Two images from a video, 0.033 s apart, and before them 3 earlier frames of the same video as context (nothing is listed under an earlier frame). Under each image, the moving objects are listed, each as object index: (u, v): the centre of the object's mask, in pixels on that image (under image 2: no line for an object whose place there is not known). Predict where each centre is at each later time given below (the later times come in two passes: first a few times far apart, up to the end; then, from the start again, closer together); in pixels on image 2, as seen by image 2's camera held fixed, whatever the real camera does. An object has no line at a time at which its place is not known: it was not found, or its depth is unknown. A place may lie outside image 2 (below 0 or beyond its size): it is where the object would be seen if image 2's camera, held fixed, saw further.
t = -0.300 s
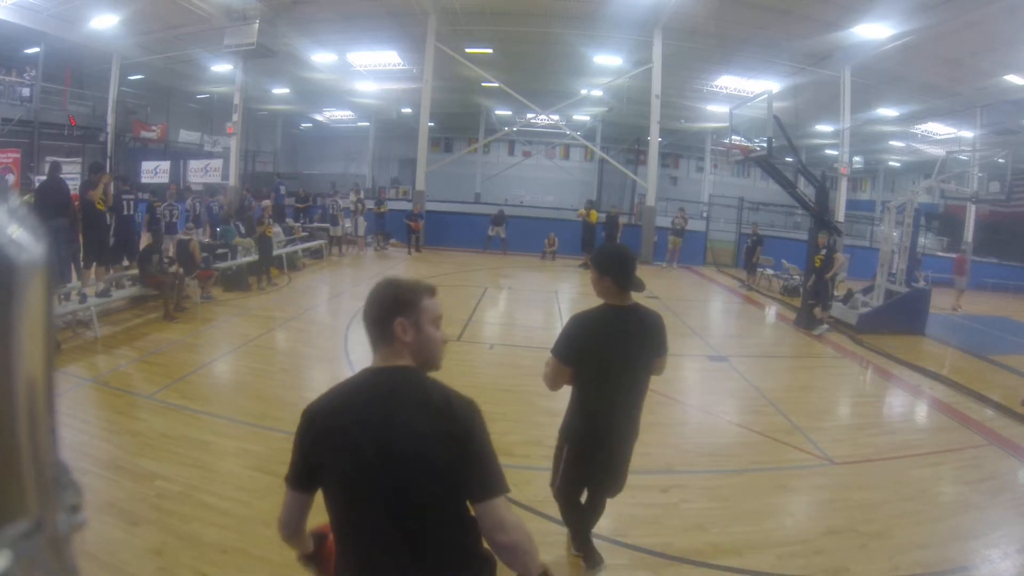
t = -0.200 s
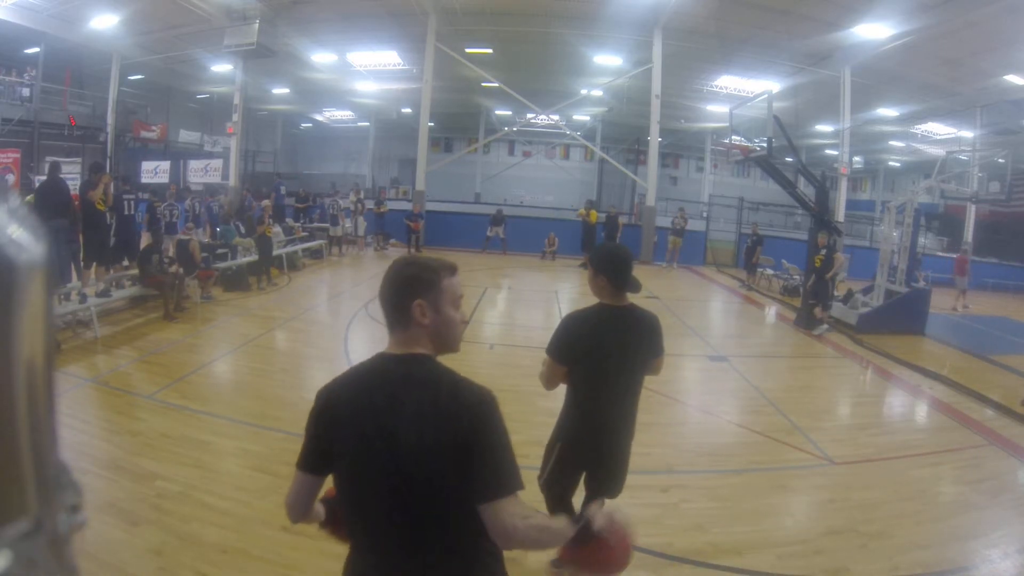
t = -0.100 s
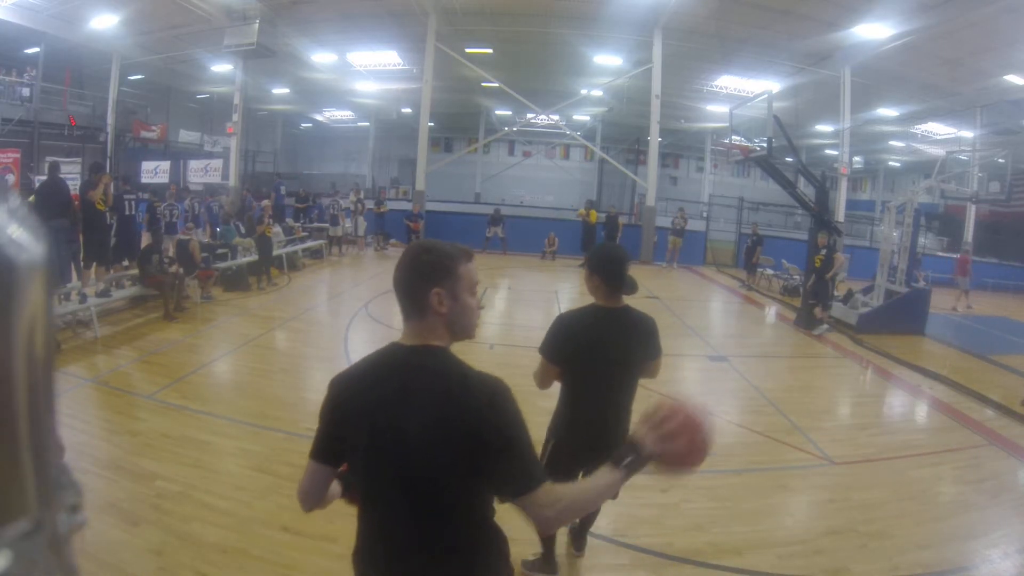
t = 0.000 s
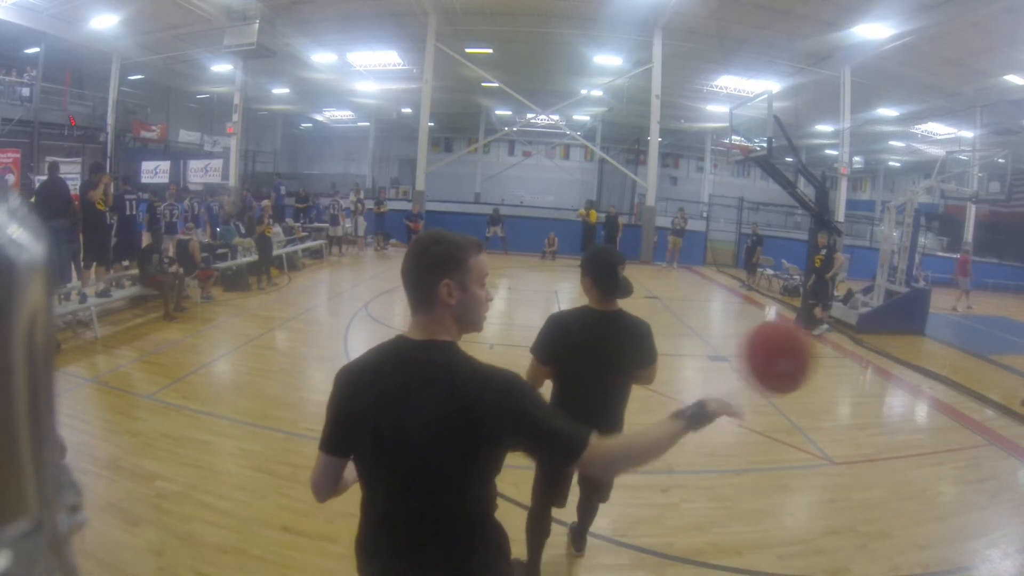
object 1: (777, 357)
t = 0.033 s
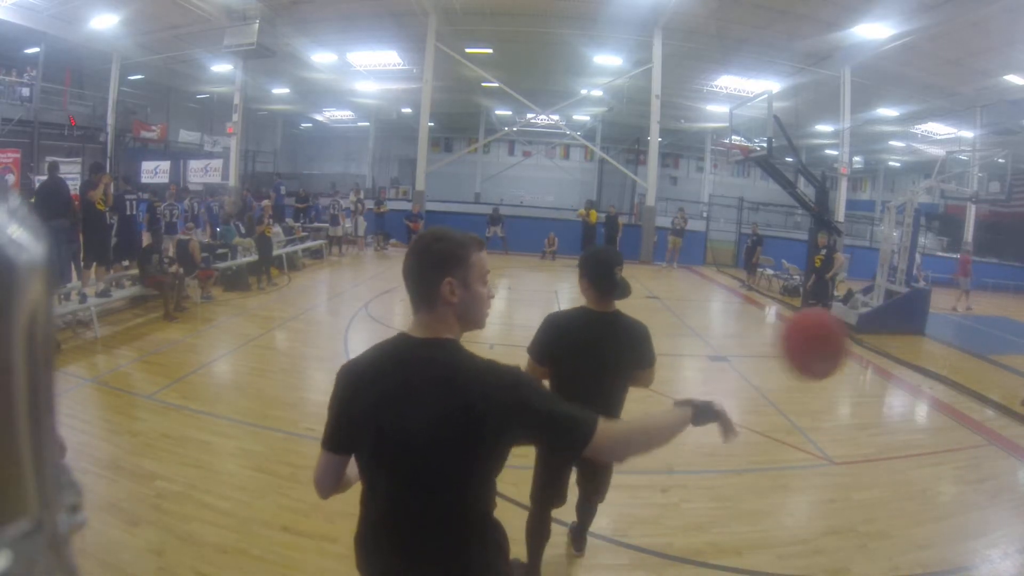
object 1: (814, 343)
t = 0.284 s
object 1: (974, 355)
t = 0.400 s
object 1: (1005, 396)
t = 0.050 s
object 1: (830, 338)
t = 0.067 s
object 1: (845, 335)
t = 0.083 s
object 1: (860, 333)
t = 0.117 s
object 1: (886, 329)
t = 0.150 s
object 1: (906, 330)
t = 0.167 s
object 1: (918, 331)
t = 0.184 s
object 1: (928, 333)
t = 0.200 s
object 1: (937, 335)
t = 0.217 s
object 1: (946, 339)
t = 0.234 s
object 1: (954, 342)
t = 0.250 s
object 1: (961, 346)
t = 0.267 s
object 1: (968, 350)
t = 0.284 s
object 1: (974, 355)
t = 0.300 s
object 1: (980, 360)
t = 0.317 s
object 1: (985, 365)
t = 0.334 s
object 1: (990, 371)
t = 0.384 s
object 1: (1002, 390)
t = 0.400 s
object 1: (1005, 396)
